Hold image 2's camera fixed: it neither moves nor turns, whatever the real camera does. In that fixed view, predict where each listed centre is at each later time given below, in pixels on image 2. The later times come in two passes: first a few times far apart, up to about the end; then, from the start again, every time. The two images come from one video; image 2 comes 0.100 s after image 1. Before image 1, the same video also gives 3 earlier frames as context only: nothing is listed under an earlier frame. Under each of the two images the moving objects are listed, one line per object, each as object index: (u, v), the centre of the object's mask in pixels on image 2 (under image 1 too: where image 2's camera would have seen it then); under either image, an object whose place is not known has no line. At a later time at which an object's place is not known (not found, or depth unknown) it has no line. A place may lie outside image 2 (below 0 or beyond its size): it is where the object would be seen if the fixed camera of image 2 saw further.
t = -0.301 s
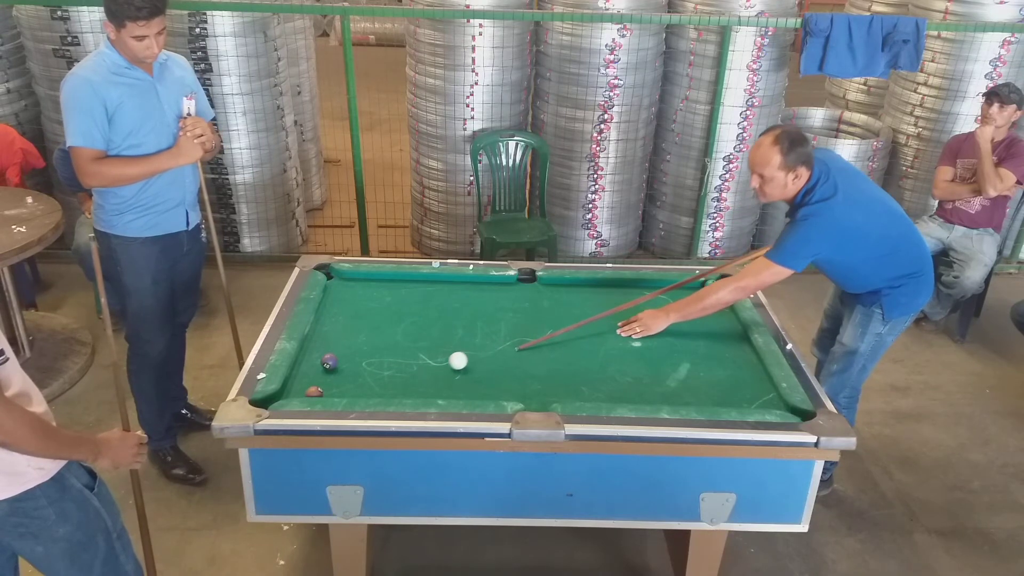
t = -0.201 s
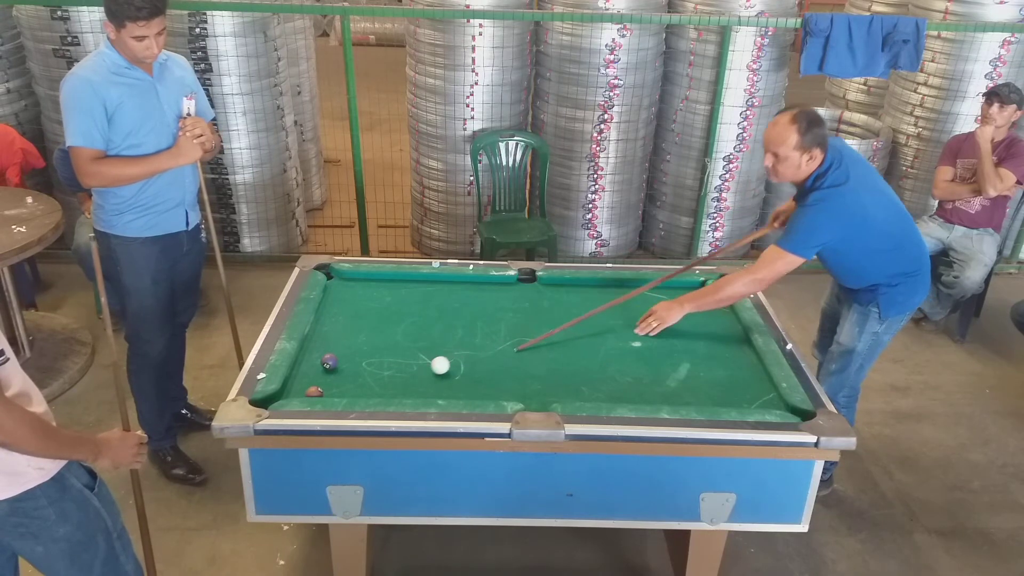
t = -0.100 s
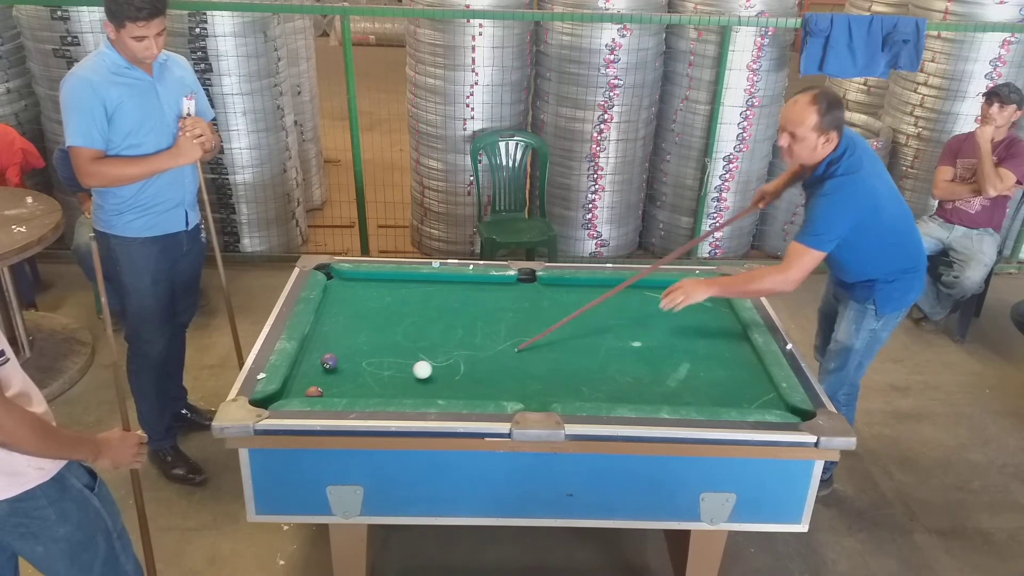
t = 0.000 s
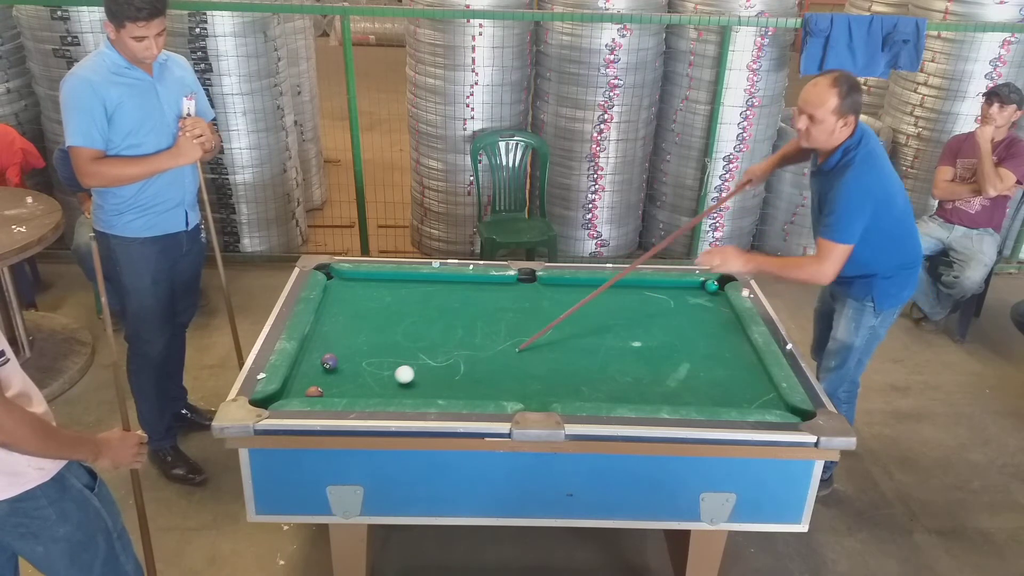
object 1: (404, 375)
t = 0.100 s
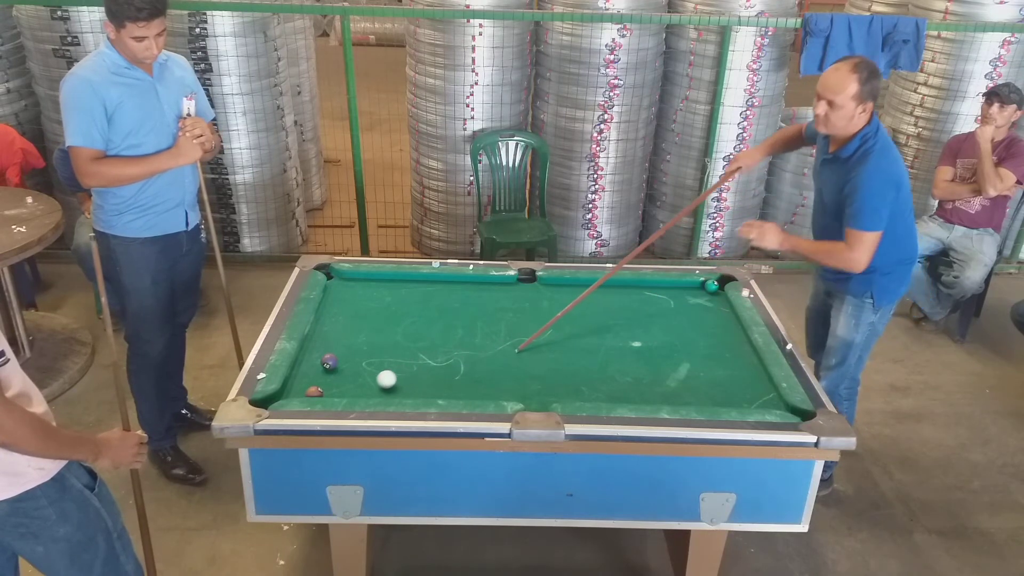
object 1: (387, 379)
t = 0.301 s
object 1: (351, 388)
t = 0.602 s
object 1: (327, 390)
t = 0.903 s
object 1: (324, 386)
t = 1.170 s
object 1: (322, 382)
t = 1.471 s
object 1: (322, 379)
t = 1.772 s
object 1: (322, 379)
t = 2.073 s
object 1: (322, 379)
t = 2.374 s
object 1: (322, 379)
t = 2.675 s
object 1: (322, 379)
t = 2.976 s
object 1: (322, 379)
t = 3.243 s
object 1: (322, 379)
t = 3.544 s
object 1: (322, 379)
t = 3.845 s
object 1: (322, 379)
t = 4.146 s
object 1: (322, 379)
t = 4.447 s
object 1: (322, 379)
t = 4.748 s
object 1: (322, 379)
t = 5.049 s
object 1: (322, 379)
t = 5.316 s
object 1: (322, 379)
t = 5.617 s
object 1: (322, 379)
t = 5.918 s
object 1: (323, 379)
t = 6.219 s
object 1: (322, 379)
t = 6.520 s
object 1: (322, 379)
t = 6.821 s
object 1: (322, 379)
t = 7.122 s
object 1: (322, 379)
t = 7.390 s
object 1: (322, 379)
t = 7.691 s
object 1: (322, 379)
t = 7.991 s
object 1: (322, 379)
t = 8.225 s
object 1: (322, 379)
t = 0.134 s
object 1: (380, 381)
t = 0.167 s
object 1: (374, 383)
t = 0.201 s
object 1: (369, 384)
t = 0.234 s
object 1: (363, 386)
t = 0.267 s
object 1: (357, 387)
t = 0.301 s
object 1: (351, 388)
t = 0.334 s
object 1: (345, 389)
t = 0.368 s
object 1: (339, 390)
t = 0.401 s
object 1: (333, 391)
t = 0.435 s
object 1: (331, 392)
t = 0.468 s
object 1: (330, 392)
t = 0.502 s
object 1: (329, 391)
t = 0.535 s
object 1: (328, 391)
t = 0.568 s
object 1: (328, 390)
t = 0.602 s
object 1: (327, 390)
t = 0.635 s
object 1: (327, 389)
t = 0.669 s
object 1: (326, 389)
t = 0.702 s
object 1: (326, 389)
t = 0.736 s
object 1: (326, 388)
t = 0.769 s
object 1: (325, 388)
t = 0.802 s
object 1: (325, 387)
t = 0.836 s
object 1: (324, 387)
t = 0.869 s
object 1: (324, 386)
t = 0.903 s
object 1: (324, 386)
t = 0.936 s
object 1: (323, 385)
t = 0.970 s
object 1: (323, 385)
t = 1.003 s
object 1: (323, 384)
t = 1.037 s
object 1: (322, 384)
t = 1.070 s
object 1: (322, 383)
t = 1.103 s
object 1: (322, 383)
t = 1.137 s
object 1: (322, 382)
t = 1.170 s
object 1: (322, 382)
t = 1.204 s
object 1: (322, 381)
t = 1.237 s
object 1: (322, 381)
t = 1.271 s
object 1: (322, 381)
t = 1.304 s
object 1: (322, 380)
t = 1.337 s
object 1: (322, 380)
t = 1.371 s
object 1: (322, 380)
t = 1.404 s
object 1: (322, 380)
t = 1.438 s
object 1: (322, 379)
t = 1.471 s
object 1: (322, 379)
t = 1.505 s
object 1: (322, 379)
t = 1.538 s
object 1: (322, 379)
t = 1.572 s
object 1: (322, 379)
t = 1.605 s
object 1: (323, 379)
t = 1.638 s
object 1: (323, 379)
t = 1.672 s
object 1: (323, 379)
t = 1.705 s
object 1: (323, 379)
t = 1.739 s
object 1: (322, 379)
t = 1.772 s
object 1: (322, 379)
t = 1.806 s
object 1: (322, 379)
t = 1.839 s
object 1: (322, 379)
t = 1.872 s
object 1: (322, 379)
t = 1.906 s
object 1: (322, 379)
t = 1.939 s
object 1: (322, 379)
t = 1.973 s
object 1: (322, 379)
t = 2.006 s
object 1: (322, 379)
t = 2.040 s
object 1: (322, 379)
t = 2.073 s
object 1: (322, 379)
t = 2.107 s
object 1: (322, 379)
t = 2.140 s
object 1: (322, 379)
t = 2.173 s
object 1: (322, 379)
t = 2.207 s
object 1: (322, 379)
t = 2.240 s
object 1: (322, 379)
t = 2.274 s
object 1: (322, 379)
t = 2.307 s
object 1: (322, 379)
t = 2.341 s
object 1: (322, 379)
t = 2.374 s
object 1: (322, 379)
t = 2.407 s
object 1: (322, 379)
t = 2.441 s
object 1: (322, 379)
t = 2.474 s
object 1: (322, 379)
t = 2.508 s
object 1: (322, 379)
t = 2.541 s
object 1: (322, 379)
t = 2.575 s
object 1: (322, 379)
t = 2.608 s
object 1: (322, 379)
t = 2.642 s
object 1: (322, 379)
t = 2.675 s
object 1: (322, 379)
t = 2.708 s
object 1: (322, 379)
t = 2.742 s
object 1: (322, 379)
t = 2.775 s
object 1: (322, 379)
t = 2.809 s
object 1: (322, 379)
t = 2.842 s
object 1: (322, 379)
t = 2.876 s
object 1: (322, 379)
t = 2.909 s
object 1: (322, 379)
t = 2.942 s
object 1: (322, 379)
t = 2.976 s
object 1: (322, 379)
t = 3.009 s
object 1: (322, 379)
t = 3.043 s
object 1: (322, 379)
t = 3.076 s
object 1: (322, 379)
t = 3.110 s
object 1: (322, 379)
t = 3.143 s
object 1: (322, 379)
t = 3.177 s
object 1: (322, 379)
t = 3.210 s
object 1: (322, 379)
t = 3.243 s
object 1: (322, 379)
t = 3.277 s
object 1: (322, 379)
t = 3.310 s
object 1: (322, 379)
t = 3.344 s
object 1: (322, 379)
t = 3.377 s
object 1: (322, 379)
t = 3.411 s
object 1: (322, 379)
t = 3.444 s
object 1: (322, 379)
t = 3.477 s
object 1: (322, 379)
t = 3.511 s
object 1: (322, 379)
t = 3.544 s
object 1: (322, 379)
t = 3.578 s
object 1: (322, 379)
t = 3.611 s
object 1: (322, 379)
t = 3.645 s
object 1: (322, 379)
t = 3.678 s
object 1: (322, 379)
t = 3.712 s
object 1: (322, 379)
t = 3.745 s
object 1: (322, 379)
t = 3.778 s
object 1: (322, 379)
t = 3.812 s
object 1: (322, 379)
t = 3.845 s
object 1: (322, 379)
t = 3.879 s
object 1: (322, 379)
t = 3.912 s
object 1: (322, 379)
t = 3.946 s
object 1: (322, 379)
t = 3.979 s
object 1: (322, 379)
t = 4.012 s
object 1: (322, 379)
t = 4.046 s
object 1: (322, 379)
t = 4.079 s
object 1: (322, 379)
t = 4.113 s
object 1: (322, 379)
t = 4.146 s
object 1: (322, 379)
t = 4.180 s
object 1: (322, 379)
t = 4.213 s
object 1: (322, 379)
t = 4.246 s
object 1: (322, 379)
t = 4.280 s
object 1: (322, 379)
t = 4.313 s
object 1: (322, 379)
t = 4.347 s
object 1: (322, 379)
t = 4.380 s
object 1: (322, 379)
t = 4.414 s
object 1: (322, 379)
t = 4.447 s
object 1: (322, 379)
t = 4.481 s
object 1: (322, 379)
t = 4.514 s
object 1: (322, 379)
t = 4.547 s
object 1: (322, 379)
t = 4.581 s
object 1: (322, 379)
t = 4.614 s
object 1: (322, 379)
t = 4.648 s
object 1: (322, 379)
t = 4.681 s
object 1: (322, 379)
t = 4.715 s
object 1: (322, 379)
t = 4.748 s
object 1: (322, 379)
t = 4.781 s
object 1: (322, 379)
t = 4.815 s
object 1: (322, 379)
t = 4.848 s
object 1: (322, 379)
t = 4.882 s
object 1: (322, 379)
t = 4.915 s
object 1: (322, 379)
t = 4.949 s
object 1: (322, 379)
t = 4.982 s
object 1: (322, 379)
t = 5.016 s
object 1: (322, 379)
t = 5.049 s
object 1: (322, 379)
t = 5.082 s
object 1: (322, 379)
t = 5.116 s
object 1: (322, 379)
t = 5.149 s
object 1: (322, 379)
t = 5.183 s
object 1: (322, 379)
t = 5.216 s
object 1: (322, 379)
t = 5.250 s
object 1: (322, 379)
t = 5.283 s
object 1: (322, 379)
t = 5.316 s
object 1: (322, 379)
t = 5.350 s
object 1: (322, 379)
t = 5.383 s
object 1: (322, 379)
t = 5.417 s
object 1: (322, 379)
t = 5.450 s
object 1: (322, 379)
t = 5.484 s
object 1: (322, 379)
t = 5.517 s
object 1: (322, 379)
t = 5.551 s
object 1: (322, 379)
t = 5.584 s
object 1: (322, 379)
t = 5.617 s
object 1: (322, 379)
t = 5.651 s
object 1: (322, 379)
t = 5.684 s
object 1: (322, 379)
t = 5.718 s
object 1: (322, 379)
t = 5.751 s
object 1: (322, 379)
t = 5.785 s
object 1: (322, 379)
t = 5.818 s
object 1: (322, 379)
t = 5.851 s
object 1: (322, 379)
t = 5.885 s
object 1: (322, 379)
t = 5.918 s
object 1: (323, 379)
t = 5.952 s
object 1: (322, 379)
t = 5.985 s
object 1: (322, 379)
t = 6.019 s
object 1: (323, 379)
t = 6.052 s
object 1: (323, 379)
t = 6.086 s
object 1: (323, 379)
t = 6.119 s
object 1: (322, 379)
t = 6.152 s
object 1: (322, 379)
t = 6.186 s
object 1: (322, 379)
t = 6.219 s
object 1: (322, 379)
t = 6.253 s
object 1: (322, 379)
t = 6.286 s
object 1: (322, 379)
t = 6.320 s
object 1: (322, 379)
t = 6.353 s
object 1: (322, 379)
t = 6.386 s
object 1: (322, 379)
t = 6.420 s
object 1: (322, 379)
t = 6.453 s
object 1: (323, 379)
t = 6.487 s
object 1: (323, 379)
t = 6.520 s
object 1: (322, 379)
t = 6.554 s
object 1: (323, 379)
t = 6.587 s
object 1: (323, 379)
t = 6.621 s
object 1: (322, 379)
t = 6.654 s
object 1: (322, 379)
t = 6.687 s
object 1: (322, 379)
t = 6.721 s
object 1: (322, 379)
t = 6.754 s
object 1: (323, 379)
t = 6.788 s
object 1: (322, 379)
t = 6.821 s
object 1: (322, 379)
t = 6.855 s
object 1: (322, 379)
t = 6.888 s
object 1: (322, 379)
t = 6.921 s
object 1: (322, 379)
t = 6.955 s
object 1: (322, 379)
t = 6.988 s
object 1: (322, 379)
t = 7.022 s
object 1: (322, 379)
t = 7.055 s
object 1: (322, 379)
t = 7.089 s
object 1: (322, 379)
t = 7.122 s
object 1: (322, 379)
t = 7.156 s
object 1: (322, 379)
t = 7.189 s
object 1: (322, 379)
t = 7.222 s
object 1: (322, 379)
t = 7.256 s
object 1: (322, 379)
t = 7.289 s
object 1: (322, 379)
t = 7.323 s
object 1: (322, 379)
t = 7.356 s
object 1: (322, 379)
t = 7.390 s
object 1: (322, 379)
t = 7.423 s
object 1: (322, 379)
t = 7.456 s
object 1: (322, 379)
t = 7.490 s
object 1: (322, 379)
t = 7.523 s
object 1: (322, 379)
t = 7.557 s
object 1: (322, 379)
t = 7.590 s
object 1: (322, 379)
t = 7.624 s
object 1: (322, 379)
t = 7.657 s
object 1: (322, 379)
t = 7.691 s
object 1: (322, 379)
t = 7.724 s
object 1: (322, 379)
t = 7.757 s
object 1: (322, 379)
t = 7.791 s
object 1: (322, 379)
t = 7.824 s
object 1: (322, 379)
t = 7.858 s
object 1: (322, 379)
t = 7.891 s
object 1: (322, 379)
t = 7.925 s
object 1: (322, 379)
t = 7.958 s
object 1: (322, 379)
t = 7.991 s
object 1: (322, 379)
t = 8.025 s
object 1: (322, 379)
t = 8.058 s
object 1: (322, 379)
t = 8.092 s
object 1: (322, 379)
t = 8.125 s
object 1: (322, 379)
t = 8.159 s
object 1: (322, 379)
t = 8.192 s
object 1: (322, 379)
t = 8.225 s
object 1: (322, 379)
